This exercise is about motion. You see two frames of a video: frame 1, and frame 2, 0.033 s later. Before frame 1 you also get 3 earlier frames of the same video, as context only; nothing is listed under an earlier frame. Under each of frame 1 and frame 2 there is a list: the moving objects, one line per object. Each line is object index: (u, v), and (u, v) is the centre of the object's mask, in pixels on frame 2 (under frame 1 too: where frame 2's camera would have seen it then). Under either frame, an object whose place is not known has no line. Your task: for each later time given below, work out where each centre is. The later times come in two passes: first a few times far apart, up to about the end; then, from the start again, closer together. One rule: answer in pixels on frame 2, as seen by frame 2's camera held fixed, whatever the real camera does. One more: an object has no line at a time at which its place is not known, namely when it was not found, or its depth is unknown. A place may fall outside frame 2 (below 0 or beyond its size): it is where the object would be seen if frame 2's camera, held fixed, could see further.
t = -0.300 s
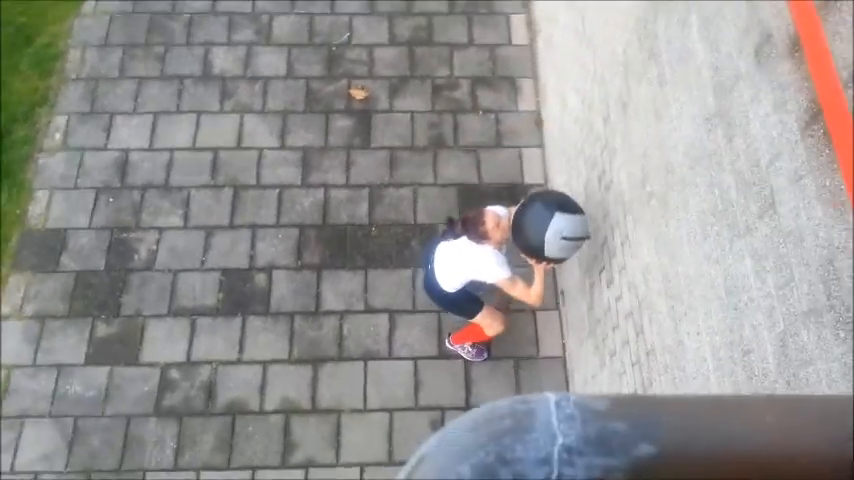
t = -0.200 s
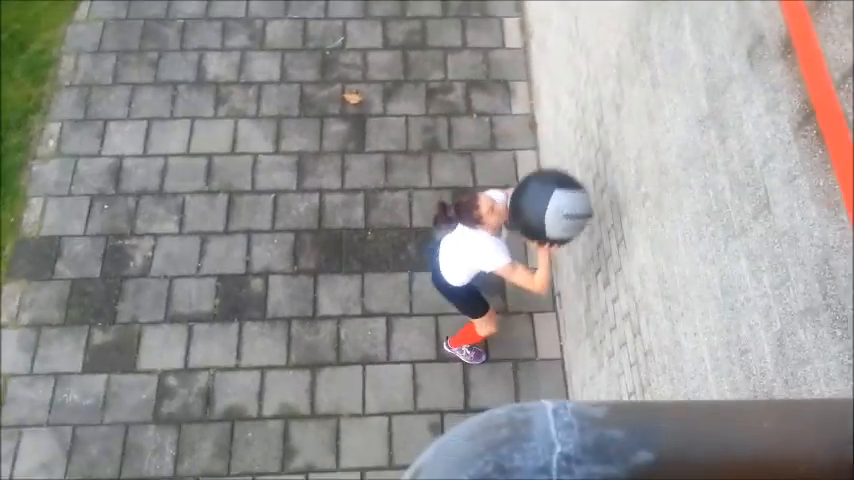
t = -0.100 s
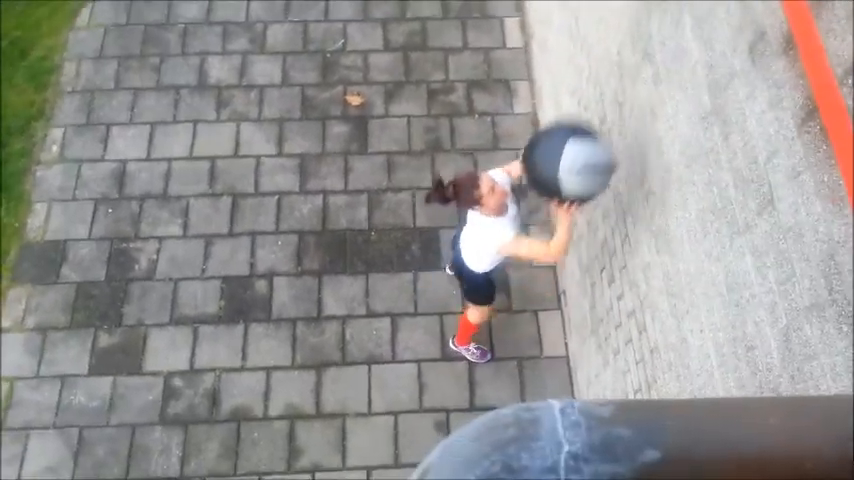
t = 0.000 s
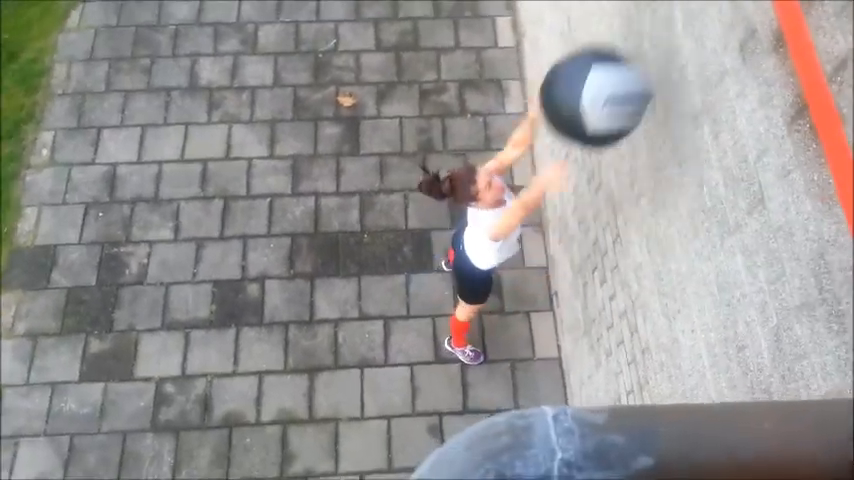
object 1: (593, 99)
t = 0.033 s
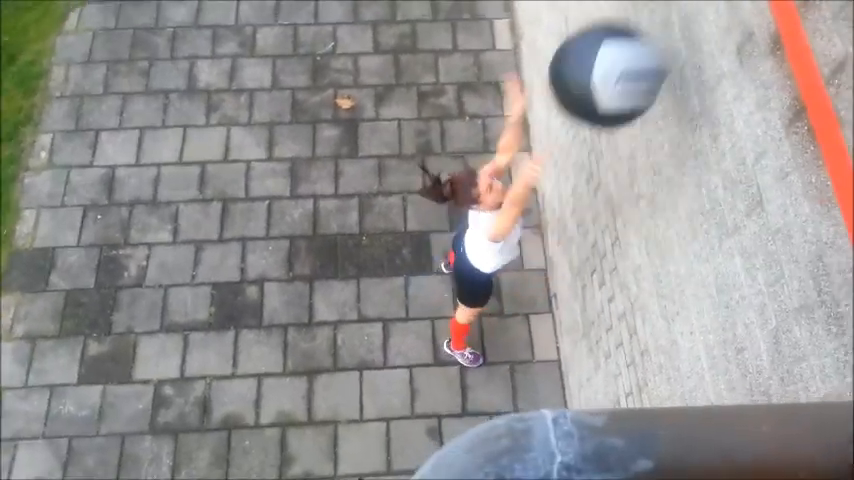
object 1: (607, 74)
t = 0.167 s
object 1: (666, 3)
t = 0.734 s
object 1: (637, 20)
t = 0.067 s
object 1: (621, 50)
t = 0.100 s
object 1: (638, 31)
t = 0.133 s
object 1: (652, 16)
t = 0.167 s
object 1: (666, 3)
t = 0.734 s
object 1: (637, 20)
